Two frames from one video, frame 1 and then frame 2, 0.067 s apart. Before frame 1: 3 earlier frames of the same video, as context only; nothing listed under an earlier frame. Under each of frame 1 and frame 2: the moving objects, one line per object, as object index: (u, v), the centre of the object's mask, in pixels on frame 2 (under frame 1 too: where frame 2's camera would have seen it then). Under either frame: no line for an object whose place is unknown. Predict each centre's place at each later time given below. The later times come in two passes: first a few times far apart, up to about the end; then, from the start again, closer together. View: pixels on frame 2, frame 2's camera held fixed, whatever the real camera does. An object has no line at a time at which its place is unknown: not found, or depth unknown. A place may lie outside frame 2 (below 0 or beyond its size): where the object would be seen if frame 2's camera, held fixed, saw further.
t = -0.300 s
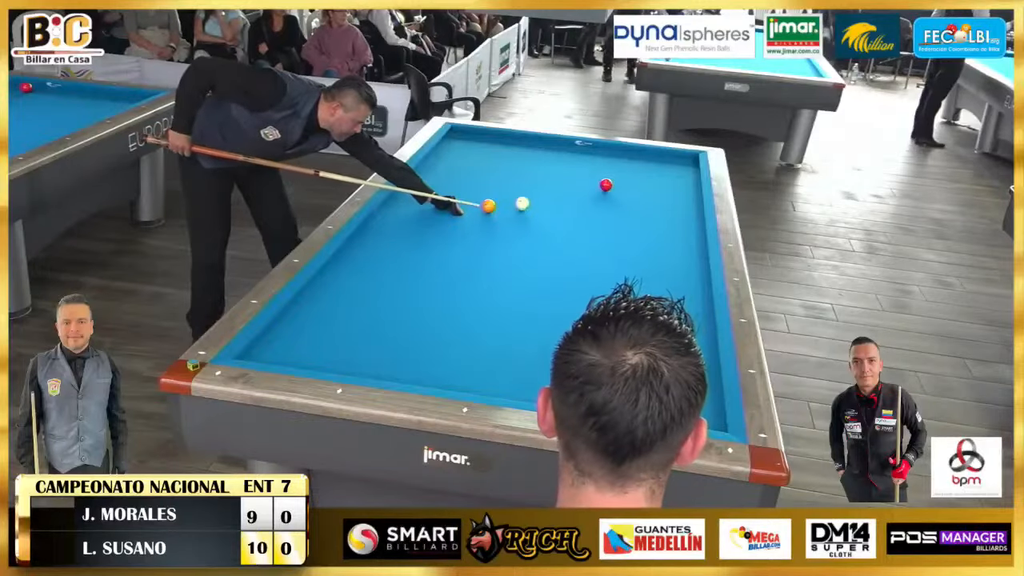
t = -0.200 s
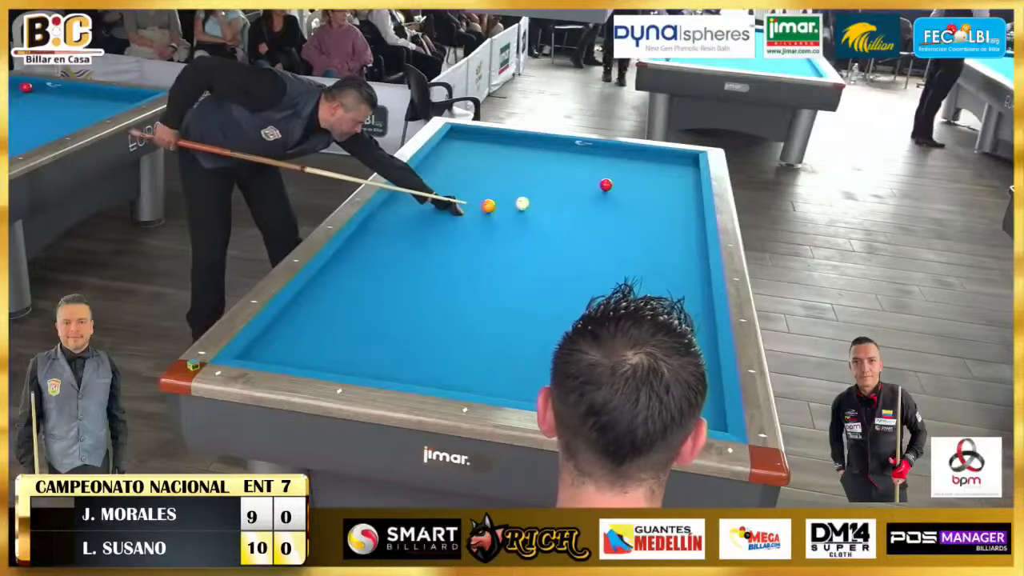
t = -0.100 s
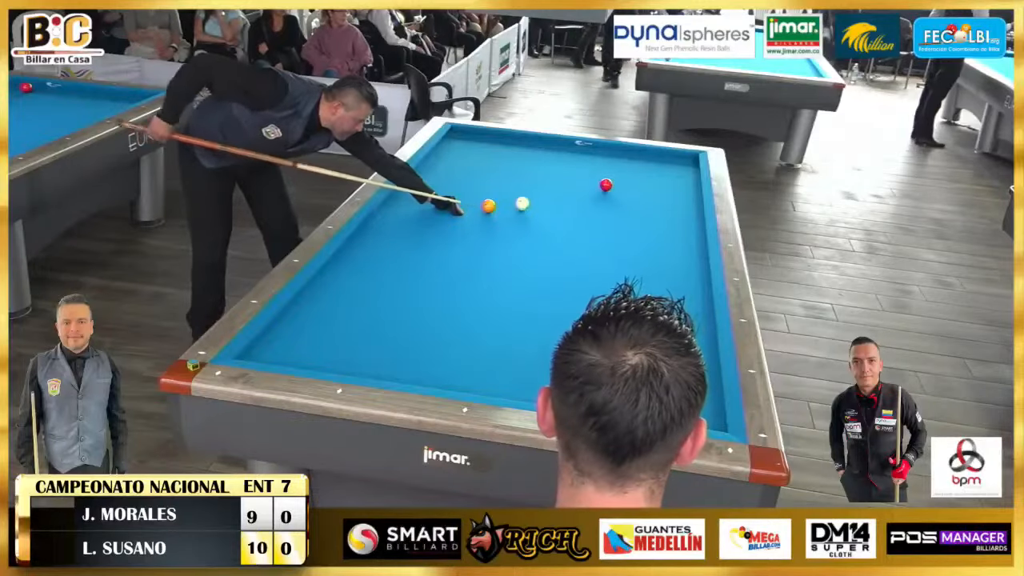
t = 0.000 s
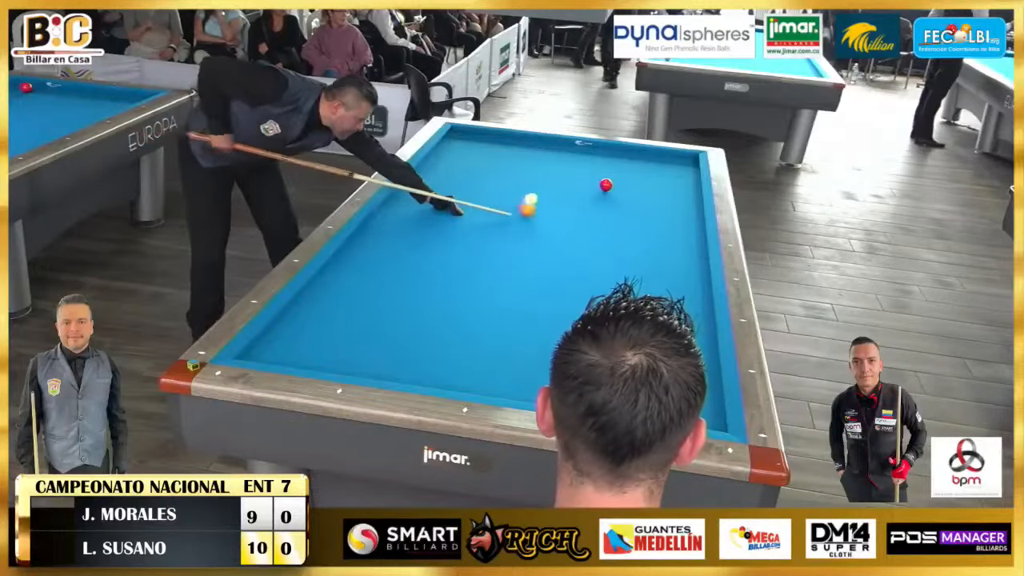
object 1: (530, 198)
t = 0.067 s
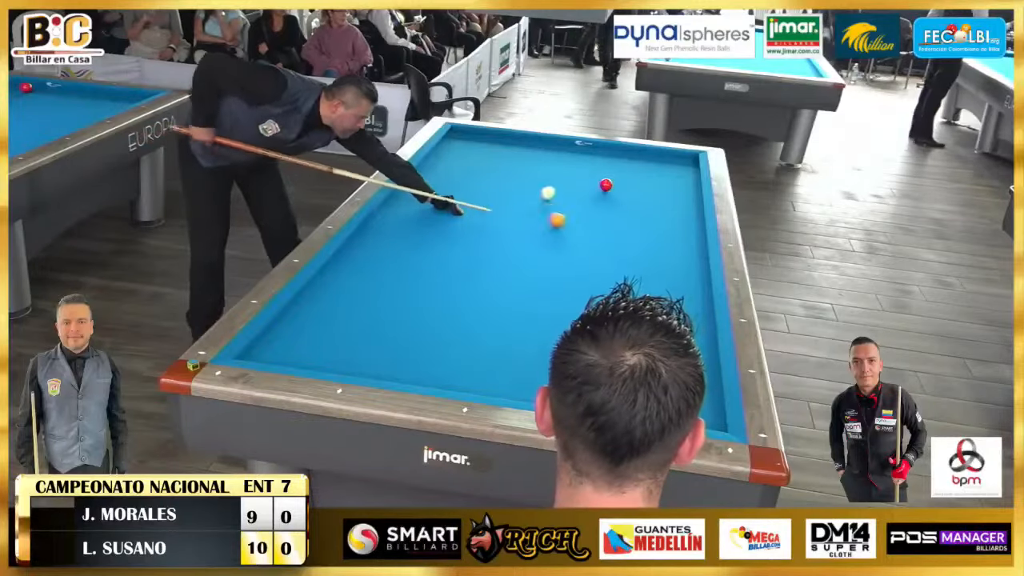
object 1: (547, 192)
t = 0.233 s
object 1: (581, 179)
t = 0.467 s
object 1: (620, 162)
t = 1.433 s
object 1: (681, 189)
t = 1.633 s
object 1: (671, 197)
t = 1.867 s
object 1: (658, 207)
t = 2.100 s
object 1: (644, 217)
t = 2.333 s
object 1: (630, 227)
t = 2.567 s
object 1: (615, 240)
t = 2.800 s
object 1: (599, 253)
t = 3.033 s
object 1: (582, 266)
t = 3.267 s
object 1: (563, 280)
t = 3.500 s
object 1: (544, 295)
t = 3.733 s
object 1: (524, 311)
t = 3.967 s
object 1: (502, 329)
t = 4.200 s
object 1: (478, 347)
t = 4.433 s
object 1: (453, 368)
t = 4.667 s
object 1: (429, 379)
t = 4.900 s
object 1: (416, 364)
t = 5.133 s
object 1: (404, 349)
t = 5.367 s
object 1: (393, 335)
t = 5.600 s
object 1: (383, 322)
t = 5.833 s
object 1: (374, 310)
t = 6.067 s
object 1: (365, 300)
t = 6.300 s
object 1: (357, 290)
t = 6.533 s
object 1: (350, 280)
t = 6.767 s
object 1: (343, 271)
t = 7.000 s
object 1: (337, 263)
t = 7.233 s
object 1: (339, 258)
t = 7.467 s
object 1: (349, 254)
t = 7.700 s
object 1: (359, 251)
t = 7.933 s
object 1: (368, 247)
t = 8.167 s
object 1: (376, 244)
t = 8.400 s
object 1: (384, 242)
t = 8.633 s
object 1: (392, 239)
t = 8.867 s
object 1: (399, 237)
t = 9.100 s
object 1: (406, 235)
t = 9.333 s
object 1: (411, 233)
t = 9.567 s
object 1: (417, 232)
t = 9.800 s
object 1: (422, 230)
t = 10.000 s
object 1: (426, 229)
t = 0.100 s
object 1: (556, 189)
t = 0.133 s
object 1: (563, 186)
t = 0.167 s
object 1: (570, 183)
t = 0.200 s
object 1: (577, 180)
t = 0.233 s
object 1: (581, 179)
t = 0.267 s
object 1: (587, 177)
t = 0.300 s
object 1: (593, 174)
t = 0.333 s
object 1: (598, 171)
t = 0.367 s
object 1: (604, 170)
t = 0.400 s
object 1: (610, 167)
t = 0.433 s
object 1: (615, 165)
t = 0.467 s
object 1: (620, 162)
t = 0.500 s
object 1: (626, 161)
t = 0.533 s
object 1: (631, 159)
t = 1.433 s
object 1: (681, 189)
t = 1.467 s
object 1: (680, 190)
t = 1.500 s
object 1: (678, 192)
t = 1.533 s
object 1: (676, 193)
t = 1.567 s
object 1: (674, 194)
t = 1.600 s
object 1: (672, 195)
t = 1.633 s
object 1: (671, 197)
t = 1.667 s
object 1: (669, 198)
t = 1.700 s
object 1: (667, 200)
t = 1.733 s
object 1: (665, 201)
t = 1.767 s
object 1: (663, 202)
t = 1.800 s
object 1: (661, 204)
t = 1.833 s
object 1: (660, 206)
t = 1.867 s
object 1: (658, 207)
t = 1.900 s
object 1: (656, 208)
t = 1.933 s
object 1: (654, 210)
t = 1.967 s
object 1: (652, 211)
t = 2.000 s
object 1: (650, 213)
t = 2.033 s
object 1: (648, 214)
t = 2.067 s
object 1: (646, 216)
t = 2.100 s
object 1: (644, 217)
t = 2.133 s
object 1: (642, 219)
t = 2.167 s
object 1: (640, 221)
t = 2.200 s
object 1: (638, 222)
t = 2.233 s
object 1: (637, 224)
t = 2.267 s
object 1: (634, 225)
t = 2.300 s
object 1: (632, 227)
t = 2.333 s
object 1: (630, 227)
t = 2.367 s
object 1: (628, 230)
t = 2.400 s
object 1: (626, 232)
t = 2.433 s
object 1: (624, 233)
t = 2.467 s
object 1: (621, 235)
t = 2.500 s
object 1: (619, 237)
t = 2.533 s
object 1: (617, 239)
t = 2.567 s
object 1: (615, 240)
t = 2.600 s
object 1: (613, 242)
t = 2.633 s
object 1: (610, 244)
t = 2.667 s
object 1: (608, 245)
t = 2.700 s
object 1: (606, 247)
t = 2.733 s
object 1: (603, 249)
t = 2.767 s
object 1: (601, 251)
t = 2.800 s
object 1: (599, 253)
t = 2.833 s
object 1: (596, 254)
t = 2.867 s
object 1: (594, 256)
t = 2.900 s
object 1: (592, 258)
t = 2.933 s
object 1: (589, 260)
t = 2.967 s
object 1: (587, 262)
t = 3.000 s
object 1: (584, 264)
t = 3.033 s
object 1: (582, 266)
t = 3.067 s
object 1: (579, 268)
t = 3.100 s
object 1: (577, 270)
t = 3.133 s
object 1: (574, 272)
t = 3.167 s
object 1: (572, 274)
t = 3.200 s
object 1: (569, 276)
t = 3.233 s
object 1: (566, 278)
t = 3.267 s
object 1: (563, 280)
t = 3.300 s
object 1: (561, 282)
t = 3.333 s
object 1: (558, 284)
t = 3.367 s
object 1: (555, 286)
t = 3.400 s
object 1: (553, 288)
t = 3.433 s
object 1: (550, 291)
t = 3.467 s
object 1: (547, 293)
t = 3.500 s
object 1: (544, 295)
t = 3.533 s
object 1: (541, 297)
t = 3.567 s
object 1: (539, 300)
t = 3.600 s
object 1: (536, 302)
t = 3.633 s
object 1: (533, 304)
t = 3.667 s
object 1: (530, 307)
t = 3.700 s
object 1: (527, 309)
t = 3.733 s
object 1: (524, 311)
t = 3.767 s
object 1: (521, 314)
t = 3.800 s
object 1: (518, 316)
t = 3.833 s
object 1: (515, 319)
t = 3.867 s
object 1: (511, 321)
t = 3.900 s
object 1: (508, 324)
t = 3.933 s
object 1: (505, 326)
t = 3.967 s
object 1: (502, 329)
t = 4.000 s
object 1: (499, 331)
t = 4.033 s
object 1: (495, 334)
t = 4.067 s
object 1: (492, 337)
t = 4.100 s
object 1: (489, 340)
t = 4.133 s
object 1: (485, 342)
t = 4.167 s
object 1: (482, 345)
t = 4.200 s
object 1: (478, 347)
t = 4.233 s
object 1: (475, 350)
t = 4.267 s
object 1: (471, 353)
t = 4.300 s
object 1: (468, 356)
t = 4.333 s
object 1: (464, 359)
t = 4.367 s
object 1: (460, 362)
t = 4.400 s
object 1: (457, 365)
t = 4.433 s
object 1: (453, 368)
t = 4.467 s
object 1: (449, 371)
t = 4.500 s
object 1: (446, 373)
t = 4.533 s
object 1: (442, 377)
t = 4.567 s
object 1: (438, 379)
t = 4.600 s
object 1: (434, 381)
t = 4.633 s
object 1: (431, 381)
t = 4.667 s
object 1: (429, 379)
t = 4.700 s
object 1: (427, 377)
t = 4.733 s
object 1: (425, 375)
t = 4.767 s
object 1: (423, 373)
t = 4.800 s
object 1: (422, 370)
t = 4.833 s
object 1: (420, 368)
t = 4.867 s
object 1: (418, 366)
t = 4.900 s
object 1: (416, 364)
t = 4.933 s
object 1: (414, 361)
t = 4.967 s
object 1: (413, 359)
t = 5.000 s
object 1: (411, 357)
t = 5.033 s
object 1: (409, 355)
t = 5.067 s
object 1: (407, 353)
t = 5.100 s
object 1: (406, 351)
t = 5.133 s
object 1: (404, 349)
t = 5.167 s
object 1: (403, 347)
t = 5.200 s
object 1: (401, 345)
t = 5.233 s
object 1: (400, 342)
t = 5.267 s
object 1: (398, 341)
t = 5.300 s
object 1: (396, 339)
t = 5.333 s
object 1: (395, 337)
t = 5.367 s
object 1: (393, 335)
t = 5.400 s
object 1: (392, 333)
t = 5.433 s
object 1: (390, 331)
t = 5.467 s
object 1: (389, 330)
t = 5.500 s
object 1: (387, 328)
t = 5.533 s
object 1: (386, 326)
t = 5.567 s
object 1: (384, 324)
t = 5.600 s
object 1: (383, 322)
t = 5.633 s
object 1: (382, 321)
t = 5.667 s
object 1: (380, 319)
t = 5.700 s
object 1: (379, 317)
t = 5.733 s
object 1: (377, 315)
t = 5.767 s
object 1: (376, 314)
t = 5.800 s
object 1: (375, 312)
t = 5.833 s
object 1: (374, 310)
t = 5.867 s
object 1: (372, 309)
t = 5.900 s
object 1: (371, 308)
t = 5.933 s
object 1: (370, 306)
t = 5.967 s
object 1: (369, 304)
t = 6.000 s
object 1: (367, 303)
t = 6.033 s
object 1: (366, 301)
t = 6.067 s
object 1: (365, 300)
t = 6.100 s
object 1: (364, 298)
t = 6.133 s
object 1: (363, 297)
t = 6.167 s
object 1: (361, 295)
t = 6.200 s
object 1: (360, 294)
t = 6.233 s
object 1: (359, 292)
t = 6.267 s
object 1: (358, 291)
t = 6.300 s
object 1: (357, 290)
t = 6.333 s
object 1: (356, 288)
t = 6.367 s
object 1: (355, 287)
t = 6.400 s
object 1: (354, 286)
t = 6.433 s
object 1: (353, 284)
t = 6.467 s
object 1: (352, 283)
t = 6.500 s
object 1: (351, 281)
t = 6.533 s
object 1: (350, 280)
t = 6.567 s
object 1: (349, 279)
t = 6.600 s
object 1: (348, 278)
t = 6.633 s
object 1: (347, 276)
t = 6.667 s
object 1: (346, 275)
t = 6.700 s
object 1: (345, 274)
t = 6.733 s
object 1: (344, 273)
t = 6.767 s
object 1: (343, 271)
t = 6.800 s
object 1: (342, 270)
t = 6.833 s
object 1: (341, 269)
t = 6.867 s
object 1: (341, 268)
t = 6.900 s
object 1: (339, 267)
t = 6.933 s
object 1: (339, 265)
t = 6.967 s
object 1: (338, 265)
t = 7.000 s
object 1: (337, 263)
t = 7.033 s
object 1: (336, 262)
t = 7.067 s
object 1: (335, 261)
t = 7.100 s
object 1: (335, 260)
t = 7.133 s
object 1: (335, 259)
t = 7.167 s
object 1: (337, 259)
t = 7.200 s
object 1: (338, 258)
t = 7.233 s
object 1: (339, 258)
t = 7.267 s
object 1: (341, 257)
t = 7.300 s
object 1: (343, 257)
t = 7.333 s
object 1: (344, 256)
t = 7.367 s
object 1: (345, 256)
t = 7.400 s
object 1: (347, 255)
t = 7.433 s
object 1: (348, 255)
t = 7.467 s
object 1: (349, 254)
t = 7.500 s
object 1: (351, 254)
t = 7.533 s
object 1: (352, 253)
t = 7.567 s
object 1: (353, 252)
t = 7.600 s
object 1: (355, 252)
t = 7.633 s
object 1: (356, 252)
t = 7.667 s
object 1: (358, 251)
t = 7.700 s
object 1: (359, 251)
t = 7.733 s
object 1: (360, 250)
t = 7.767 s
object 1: (362, 250)
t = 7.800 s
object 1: (363, 249)
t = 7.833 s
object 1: (364, 249)
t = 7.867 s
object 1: (366, 248)
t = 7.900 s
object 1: (367, 248)
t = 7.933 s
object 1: (368, 247)
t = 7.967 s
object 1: (369, 247)
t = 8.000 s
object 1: (370, 247)
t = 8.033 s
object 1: (372, 246)
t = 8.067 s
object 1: (373, 246)
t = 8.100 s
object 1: (374, 245)
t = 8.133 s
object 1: (375, 245)
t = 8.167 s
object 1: (376, 244)
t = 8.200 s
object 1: (378, 244)
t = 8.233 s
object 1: (379, 244)
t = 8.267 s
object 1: (380, 243)
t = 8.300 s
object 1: (381, 243)
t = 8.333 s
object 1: (382, 242)
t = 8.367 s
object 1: (383, 242)
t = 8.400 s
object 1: (384, 242)
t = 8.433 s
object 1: (386, 241)
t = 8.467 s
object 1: (387, 241)
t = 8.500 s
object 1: (388, 241)
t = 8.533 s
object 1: (389, 241)
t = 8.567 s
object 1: (390, 240)
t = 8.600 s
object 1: (391, 240)
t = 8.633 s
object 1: (392, 239)
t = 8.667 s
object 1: (393, 239)
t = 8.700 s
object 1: (394, 239)
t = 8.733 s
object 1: (395, 238)
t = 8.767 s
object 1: (396, 238)
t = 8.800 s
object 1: (397, 238)
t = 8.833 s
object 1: (398, 238)
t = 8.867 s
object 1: (399, 237)
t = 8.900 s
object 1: (400, 237)
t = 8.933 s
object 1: (401, 237)
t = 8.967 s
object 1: (402, 236)
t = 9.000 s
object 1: (403, 236)
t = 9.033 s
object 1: (404, 236)
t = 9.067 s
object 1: (405, 235)
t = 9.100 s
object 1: (406, 235)
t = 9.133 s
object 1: (407, 235)
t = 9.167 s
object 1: (407, 234)
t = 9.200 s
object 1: (408, 234)
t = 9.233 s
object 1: (409, 234)
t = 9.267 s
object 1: (410, 234)
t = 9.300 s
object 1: (411, 233)
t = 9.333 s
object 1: (411, 233)
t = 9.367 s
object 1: (412, 233)
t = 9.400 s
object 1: (413, 233)
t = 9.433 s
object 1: (414, 233)
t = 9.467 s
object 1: (415, 232)
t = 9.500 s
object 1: (415, 232)
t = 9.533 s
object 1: (416, 232)
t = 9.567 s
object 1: (417, 232)
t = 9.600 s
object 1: (418, 231)
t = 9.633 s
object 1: (419, 231)
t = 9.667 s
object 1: (419, 231)
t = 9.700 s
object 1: (420, 231)
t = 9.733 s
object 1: (421, 230)
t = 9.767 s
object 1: (422, 230)
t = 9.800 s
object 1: (422, 230)
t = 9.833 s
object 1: (423, 230)
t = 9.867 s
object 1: (424, 229)
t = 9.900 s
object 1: (424, 229)
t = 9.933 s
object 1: (425, 229)
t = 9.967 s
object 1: (426, 229)
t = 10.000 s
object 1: (426, 229)
